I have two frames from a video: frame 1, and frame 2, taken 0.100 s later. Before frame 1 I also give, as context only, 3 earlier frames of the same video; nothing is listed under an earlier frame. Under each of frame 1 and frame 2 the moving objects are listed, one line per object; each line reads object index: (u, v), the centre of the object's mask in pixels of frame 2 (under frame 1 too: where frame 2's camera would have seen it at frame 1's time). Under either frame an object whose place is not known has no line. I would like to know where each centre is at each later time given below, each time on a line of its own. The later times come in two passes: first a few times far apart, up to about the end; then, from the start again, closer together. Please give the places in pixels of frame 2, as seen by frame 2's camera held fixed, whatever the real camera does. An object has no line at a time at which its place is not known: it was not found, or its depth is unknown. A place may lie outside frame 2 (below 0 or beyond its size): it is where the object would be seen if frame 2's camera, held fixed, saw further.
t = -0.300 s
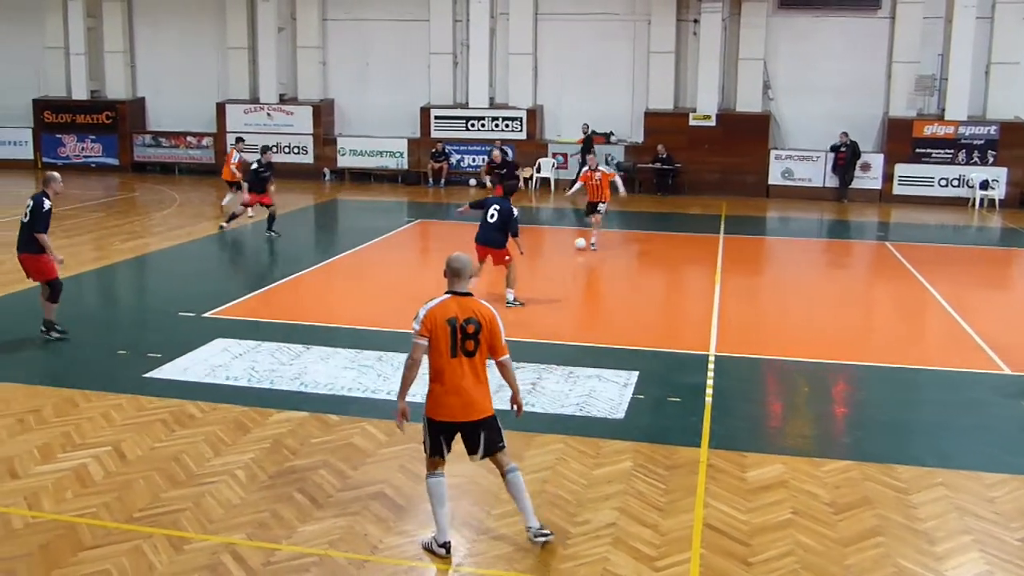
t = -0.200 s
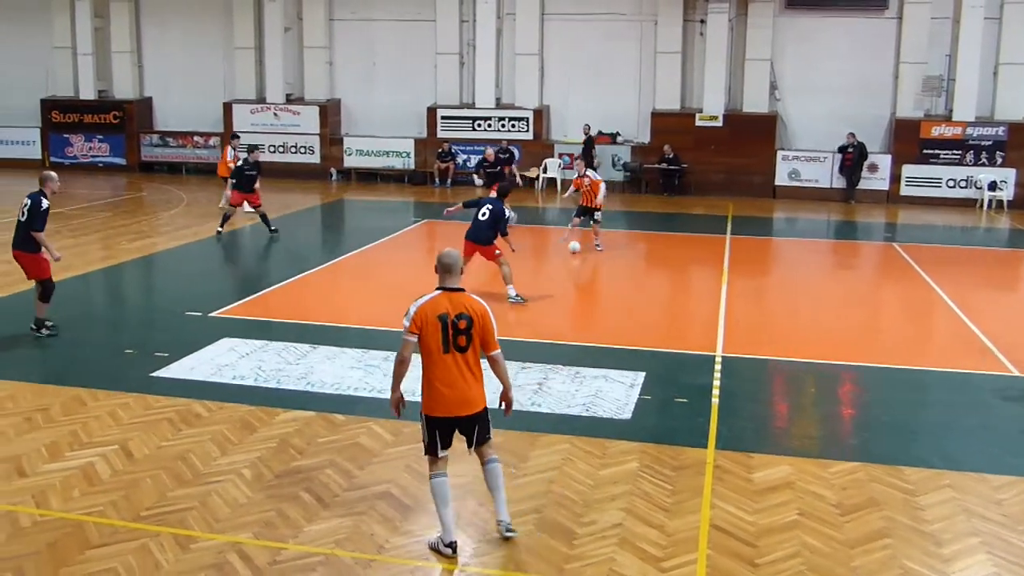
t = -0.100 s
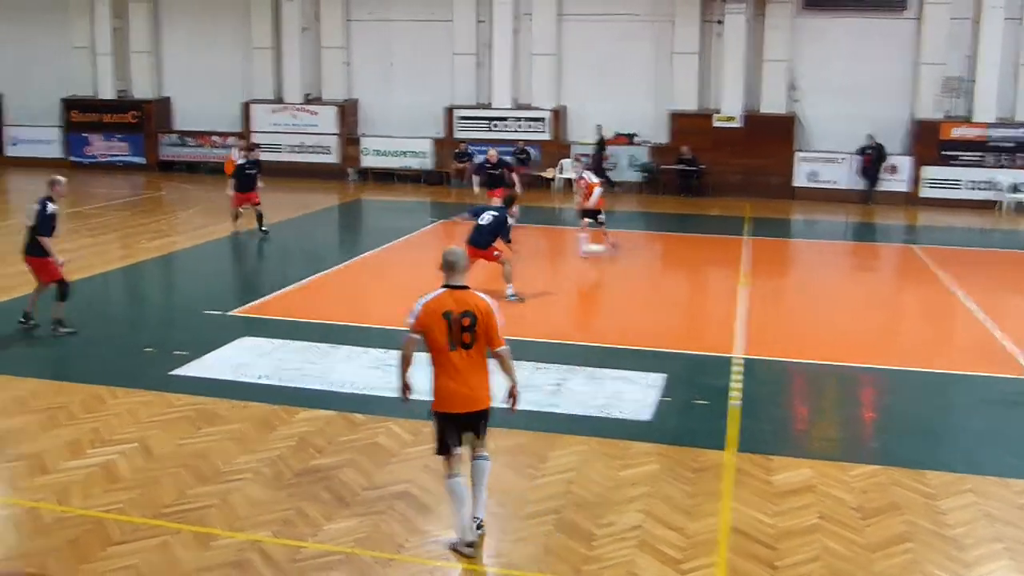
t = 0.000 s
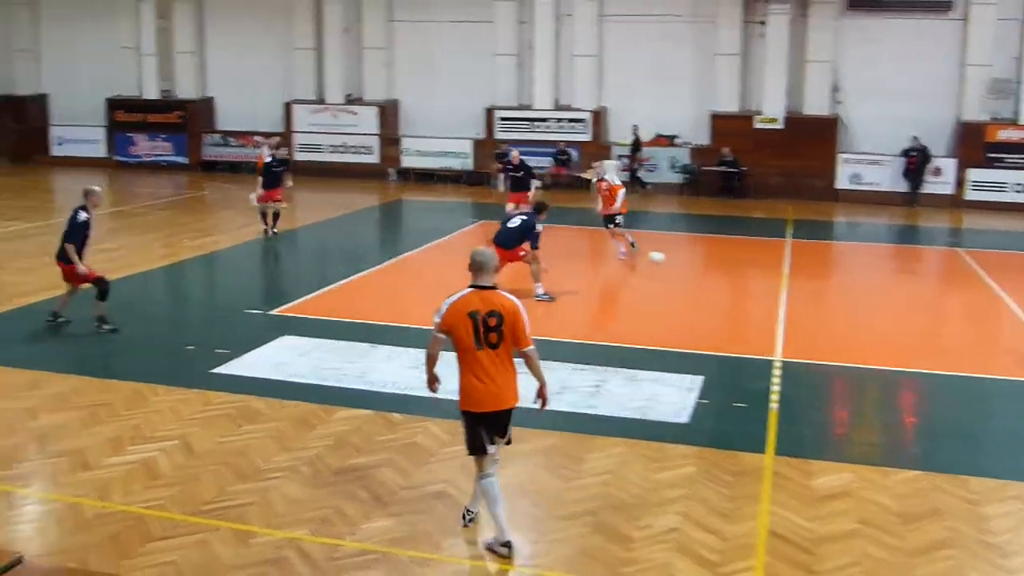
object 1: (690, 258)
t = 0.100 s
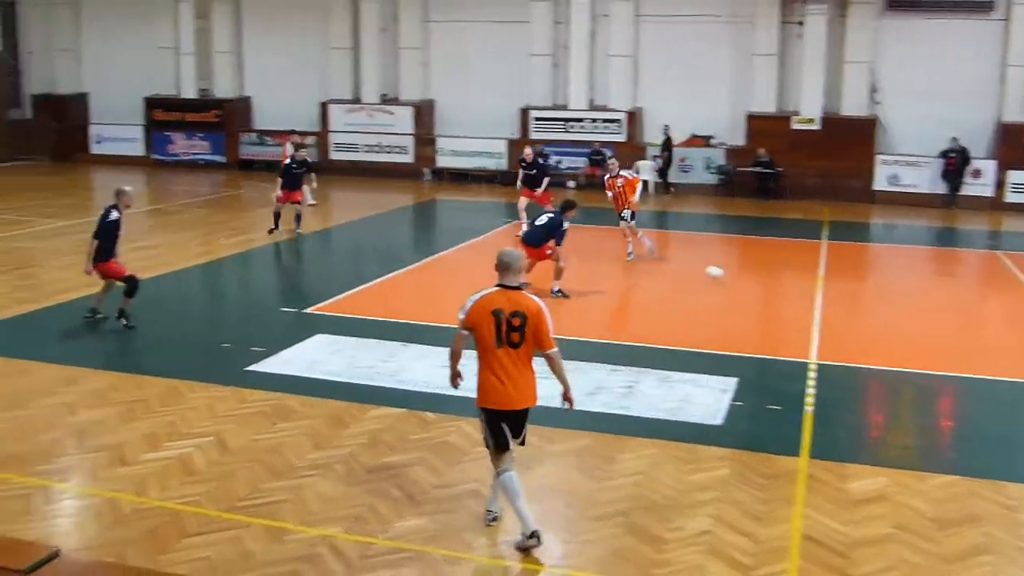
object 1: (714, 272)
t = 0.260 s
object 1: (753, 286)
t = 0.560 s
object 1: (819, 321)
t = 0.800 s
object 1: (868, 348)
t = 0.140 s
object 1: (724, 276)
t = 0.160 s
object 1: (729, 278)
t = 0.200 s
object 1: (738, 280)
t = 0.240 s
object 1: (748, 284)
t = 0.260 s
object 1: (753, 286)
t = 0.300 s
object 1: (762, 293)
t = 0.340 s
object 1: (771, 298)
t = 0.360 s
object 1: (775, 299)
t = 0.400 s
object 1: (784, 304)
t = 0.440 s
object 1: (793, 309)
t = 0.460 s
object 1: (798, 310)
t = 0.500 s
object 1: (806, 315)
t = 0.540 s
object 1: (814, 319)
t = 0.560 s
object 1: (819, 321)
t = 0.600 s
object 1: (827, 325)
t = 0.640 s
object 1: (836, 330)
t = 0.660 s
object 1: (839, 331)
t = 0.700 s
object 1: (847, 336)
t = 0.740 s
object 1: (856, 341)
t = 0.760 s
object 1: (860, 343)
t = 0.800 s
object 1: (868, 348)
